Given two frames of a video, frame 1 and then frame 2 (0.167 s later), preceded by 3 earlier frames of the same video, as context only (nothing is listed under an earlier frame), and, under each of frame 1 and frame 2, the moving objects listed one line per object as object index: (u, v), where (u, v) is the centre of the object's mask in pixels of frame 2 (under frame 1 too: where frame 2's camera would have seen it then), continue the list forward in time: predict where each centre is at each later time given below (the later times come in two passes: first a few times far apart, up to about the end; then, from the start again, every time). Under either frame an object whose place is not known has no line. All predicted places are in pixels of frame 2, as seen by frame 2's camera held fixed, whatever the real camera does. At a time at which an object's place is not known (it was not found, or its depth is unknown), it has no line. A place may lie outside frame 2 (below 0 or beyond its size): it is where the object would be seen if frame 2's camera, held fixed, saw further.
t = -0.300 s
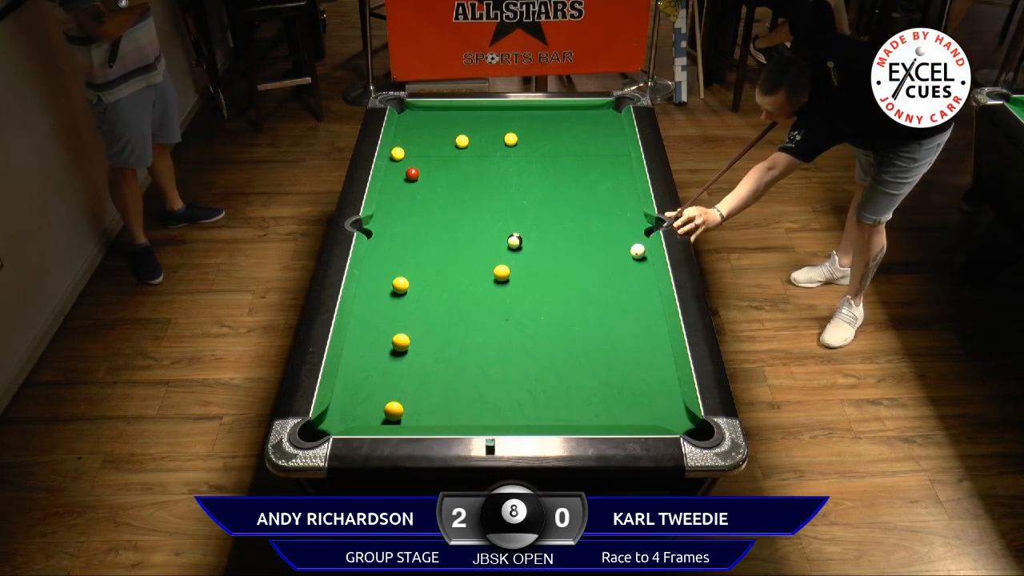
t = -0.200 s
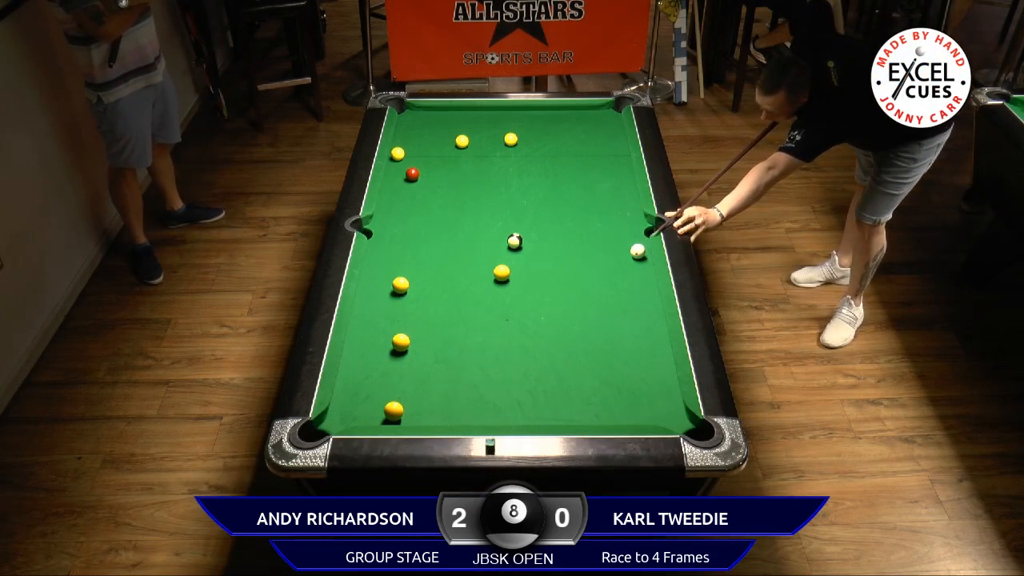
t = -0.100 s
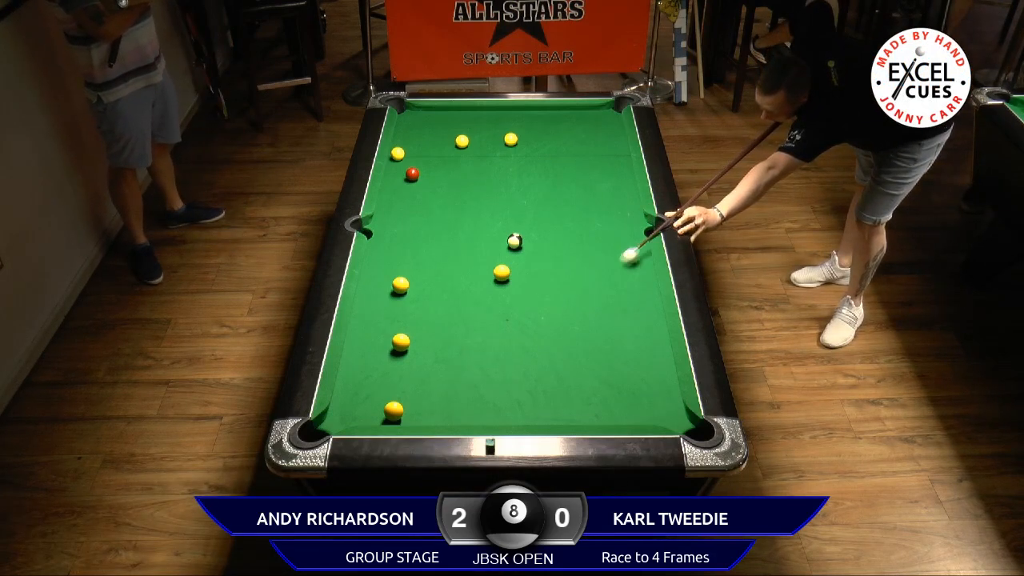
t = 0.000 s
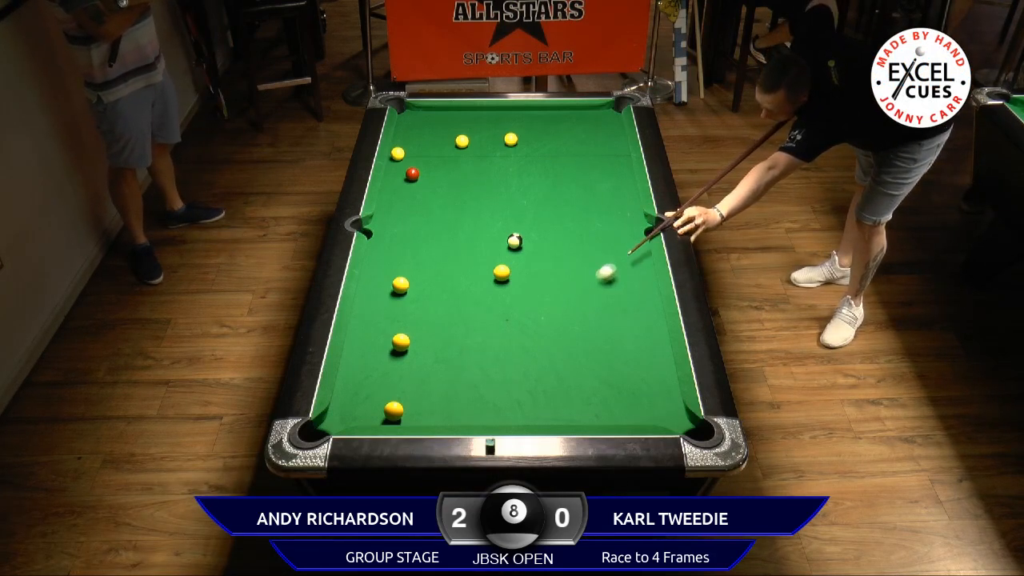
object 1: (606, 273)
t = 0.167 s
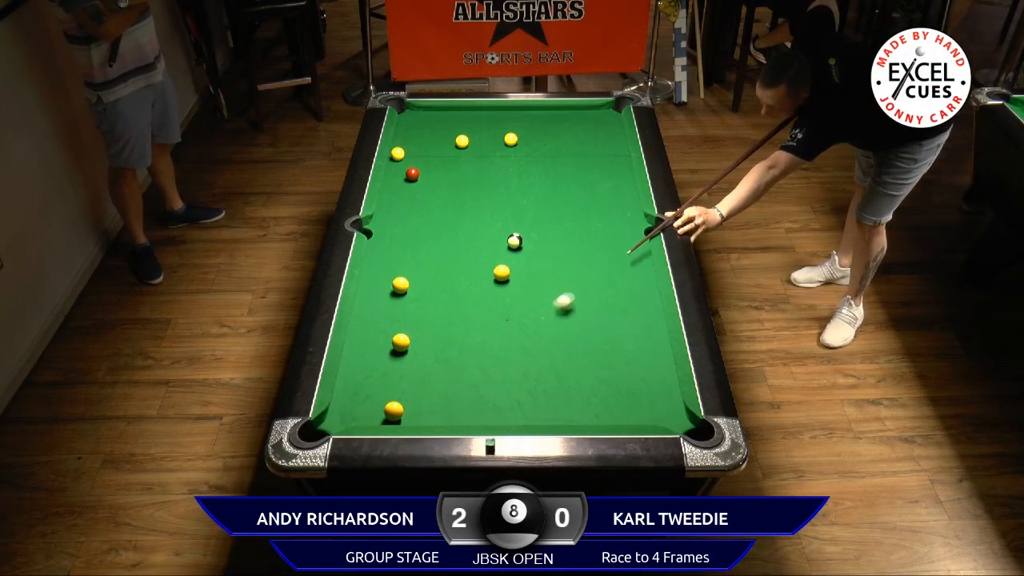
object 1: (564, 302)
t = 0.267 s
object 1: (537, 320)
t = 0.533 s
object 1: (459, 374)
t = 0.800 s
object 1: (415, 417)
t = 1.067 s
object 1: (419, 393)
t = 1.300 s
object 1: (423, 373)
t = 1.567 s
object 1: (426, 353)
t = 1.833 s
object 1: (430, 335)
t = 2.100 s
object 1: (433, 319)
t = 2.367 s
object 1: (435, 306)
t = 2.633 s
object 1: (437, 294)
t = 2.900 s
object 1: (439, 284)
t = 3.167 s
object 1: (441, 275)
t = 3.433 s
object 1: (442, 268)
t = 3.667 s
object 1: (443, 263)
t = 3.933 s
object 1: (444, 259)
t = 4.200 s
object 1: (444, 256)
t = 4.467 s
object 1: (443, 253)
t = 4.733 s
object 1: (443, 252)
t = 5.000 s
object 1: (443, 252)
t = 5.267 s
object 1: (443, 253)
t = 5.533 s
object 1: (443, 252)
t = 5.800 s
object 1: (443, 253)
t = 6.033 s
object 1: (443, 253)
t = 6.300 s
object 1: (443, 253)
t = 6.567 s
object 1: (443, 253)
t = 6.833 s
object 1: (443, 252)
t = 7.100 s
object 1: (443, 253)
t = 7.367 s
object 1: (443, 252)
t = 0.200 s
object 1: (555, 308)
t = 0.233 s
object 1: (546, 315)
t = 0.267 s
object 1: (537, 320)
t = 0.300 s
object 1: (528, 327)
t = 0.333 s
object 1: (518, 334)
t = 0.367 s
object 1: (509, 340)
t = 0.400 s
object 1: (499, 347)
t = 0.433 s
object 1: (490, 354)
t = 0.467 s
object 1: (480, 360)
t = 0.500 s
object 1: (470, 367)
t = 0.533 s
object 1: (459, 374)
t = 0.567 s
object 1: (449, 381)
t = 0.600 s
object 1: (439, 389)
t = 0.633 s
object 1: (428, 396)
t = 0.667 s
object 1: (417, 404)
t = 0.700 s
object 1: (413, 410)
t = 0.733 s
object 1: (415, 414)
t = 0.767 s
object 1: (415, 417)
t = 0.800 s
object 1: (415, 417)
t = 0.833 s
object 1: (416, 415)
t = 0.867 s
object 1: (416, 412)
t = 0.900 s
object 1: (417, 409)
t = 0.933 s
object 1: (417, 406)
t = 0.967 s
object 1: (418, 403)
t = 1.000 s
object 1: (418, 400)
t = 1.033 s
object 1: (419, 397)
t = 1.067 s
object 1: (419, 393)
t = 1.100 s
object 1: (420, 390)
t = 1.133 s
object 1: (420, 387)
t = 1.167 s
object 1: (421, 385)
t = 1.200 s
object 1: (421, 382)
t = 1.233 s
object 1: (422, 379)
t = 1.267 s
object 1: (422, 376)
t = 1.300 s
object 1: (423, 373)
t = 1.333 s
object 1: (423, 370)
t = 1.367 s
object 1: (424, 368)
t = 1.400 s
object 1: (424, 365)
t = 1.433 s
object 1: (425, 363)
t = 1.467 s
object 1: (425, 360)
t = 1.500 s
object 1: (425, 358)
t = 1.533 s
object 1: (426, 355)
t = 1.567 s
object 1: (426, 353)
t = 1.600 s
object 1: (427, 351)
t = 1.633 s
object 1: (427, 348)
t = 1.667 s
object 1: (428, 346)
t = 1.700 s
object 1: (428, 344)
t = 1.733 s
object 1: (428, 342)
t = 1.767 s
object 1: (429, 339)
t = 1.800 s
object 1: (429, 337)
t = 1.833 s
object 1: (430, 335)
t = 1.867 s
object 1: (430, 333)
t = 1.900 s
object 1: (430, 331)
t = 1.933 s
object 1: (431, 329)
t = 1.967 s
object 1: (431, 327)
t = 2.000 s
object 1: (432, 325)
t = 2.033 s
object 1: (432, 323)
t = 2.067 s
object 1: (432, 321)
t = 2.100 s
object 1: (433, 319)
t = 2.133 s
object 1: (433, 318)
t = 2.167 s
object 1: (433, 316)
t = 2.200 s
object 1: (434, 314)
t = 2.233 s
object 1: (434, 312)
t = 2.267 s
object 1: (434, 311)
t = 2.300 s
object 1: (435, 309)
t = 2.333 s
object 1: (435, 307)
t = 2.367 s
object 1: (435, 306)
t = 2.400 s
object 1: (436, 304)
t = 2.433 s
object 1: (436, 303)
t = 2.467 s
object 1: (436, 301)
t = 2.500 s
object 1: (436, 300)
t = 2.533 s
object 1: (437, 298)
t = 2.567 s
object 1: (437, 297)
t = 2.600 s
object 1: (437, 296)
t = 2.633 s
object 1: (437, 294)
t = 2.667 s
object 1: (438, 293)
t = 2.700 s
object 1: (438, 292)
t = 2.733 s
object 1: (438, 290)
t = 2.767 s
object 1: (438, 289)
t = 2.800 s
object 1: (439, 288)
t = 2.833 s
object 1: (439, 286)
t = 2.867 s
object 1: (439, 285)
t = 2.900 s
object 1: (439, 284)
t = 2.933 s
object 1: (440, 283)
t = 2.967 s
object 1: (440, 282)
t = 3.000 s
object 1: (440, 281)
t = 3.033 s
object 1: (440, 280)
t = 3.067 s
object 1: (440, 278)
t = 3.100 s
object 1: (440, 277)
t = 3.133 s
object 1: (441, 276)
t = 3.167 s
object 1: (441, 275)
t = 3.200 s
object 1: (441, 274)
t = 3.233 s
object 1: (441, 274)
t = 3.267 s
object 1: (441, 273)
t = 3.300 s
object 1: (441, 272)
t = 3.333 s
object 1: (442, 271)
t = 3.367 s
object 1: (442, 270)
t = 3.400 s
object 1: (442, 269)
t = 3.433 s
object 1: (442, 268)
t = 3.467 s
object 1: (442, 268)
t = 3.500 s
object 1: (442, 267)
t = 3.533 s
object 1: (442, 266)
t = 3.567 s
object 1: (442, 266)
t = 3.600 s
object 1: (442, 265)
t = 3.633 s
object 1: (443, 264)
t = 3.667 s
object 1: (443, 263)
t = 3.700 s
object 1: (443, 263)
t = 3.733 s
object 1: (443, 262)
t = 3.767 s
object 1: (443, 262)
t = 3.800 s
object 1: (443, 261)
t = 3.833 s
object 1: (443, 260)
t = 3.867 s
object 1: (443, 260)
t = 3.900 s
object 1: (443, 259)
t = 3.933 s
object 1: (444, 259)
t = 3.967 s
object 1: (444, 258)
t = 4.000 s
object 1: (444, 258)
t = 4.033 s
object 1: (444, 258)
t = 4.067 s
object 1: (444, 257)
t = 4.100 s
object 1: (444, 257)
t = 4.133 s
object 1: (444, 256)
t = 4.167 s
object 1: (444, 256)
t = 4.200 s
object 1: (444, 256)
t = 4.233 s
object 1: (444, 255)
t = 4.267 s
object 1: (444, 255)
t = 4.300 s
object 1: (444, 255)
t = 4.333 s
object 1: (444, 254)
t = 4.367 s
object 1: (444, 254)
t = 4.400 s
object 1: (444, 254)
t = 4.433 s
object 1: (444, 254)
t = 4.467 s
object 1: (443, 253)
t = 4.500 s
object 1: (443, 253)
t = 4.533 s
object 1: (443, 253)
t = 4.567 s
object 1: (443, 253)
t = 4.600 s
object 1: (443, 253)
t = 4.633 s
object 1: (443, 253)
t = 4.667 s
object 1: (443, 253)
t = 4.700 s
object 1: (443, 252)
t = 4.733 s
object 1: (443, 252)
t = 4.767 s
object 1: (443, 252)
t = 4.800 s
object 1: (443, 252)
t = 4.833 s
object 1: (443, 252)
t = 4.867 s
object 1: (443, 252)
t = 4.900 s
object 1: (443, 252)
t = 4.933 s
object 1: (443, 252)
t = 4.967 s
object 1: (443, 252)
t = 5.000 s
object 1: (443, 252)
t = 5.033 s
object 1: (443, 252)
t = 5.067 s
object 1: (443, 252)
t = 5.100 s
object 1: (443, 252)
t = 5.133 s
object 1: (443, 252)
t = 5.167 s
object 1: (443, 253)
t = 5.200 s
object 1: (443, 252)
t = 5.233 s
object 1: (443, 253)
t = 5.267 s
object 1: (443, 253)
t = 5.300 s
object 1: (443, 253)
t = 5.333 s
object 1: (443, 253)
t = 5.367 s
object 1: (443, 253)
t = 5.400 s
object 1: (443, 253)
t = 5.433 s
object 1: (443, 253)
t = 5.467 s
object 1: (443, 253)
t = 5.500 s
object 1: (443, 252)
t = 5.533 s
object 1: (443, 252)
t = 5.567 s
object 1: (443, 253)
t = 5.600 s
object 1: (443, 253)
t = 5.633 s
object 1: (443, 253)
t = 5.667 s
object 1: (443, 253)
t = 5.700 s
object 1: (443, 253)
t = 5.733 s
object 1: (443, 253)
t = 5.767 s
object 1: (443, 253)
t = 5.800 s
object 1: (443, 253)
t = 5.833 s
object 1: (443, 253)
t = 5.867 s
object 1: (443, 253)
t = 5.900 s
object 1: (443, 253)
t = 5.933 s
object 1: (443, 253)
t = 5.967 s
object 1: (443, 253)
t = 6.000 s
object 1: (443, 253)
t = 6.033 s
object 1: (443, 253)
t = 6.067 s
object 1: (443, 253)
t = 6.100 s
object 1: (443, 253)
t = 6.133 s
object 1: (443, 253)
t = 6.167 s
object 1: (443, 253)
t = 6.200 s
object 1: (443, 253)
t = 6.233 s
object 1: (443, 253)
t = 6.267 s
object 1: (443, 253)
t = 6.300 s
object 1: (443, 253)
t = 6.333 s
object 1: (443, 253)
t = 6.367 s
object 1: (443, 253)
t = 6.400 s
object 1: (443, 253)
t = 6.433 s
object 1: (443, 252)
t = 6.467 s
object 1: (443, 253)
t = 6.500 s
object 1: (443, 252)
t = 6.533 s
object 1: (443, 252)
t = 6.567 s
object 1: (443, 253)
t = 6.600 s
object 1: (443, 252)
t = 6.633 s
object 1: (443, 253)
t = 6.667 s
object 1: (443, 252)
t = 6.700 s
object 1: (443, 253)
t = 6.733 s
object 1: (443, 252)
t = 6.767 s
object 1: (443, 253)
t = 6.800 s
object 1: (443, 253)
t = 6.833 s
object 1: (443, 252)
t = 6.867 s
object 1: (443, 253)
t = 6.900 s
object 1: (443, 252)
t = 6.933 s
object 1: (443, 253)
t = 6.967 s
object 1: (443, 253)
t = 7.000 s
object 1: (443, 252)
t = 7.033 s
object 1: (443, 253)
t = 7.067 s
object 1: (443, 253)
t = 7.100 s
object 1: (443, 253)
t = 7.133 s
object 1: (443, 253)
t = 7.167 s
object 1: (443, 252)
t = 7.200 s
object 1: (443, 253)
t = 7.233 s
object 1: (443, 252)
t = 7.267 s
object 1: (443, 253)
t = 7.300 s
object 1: (443, 253)
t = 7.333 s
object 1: (443, 253)
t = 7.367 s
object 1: (443, 252)
